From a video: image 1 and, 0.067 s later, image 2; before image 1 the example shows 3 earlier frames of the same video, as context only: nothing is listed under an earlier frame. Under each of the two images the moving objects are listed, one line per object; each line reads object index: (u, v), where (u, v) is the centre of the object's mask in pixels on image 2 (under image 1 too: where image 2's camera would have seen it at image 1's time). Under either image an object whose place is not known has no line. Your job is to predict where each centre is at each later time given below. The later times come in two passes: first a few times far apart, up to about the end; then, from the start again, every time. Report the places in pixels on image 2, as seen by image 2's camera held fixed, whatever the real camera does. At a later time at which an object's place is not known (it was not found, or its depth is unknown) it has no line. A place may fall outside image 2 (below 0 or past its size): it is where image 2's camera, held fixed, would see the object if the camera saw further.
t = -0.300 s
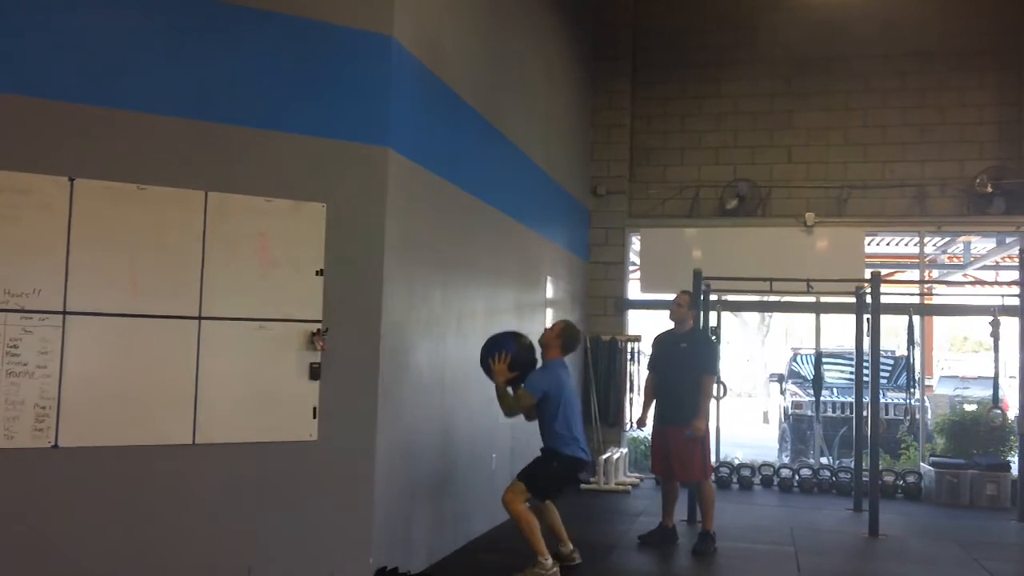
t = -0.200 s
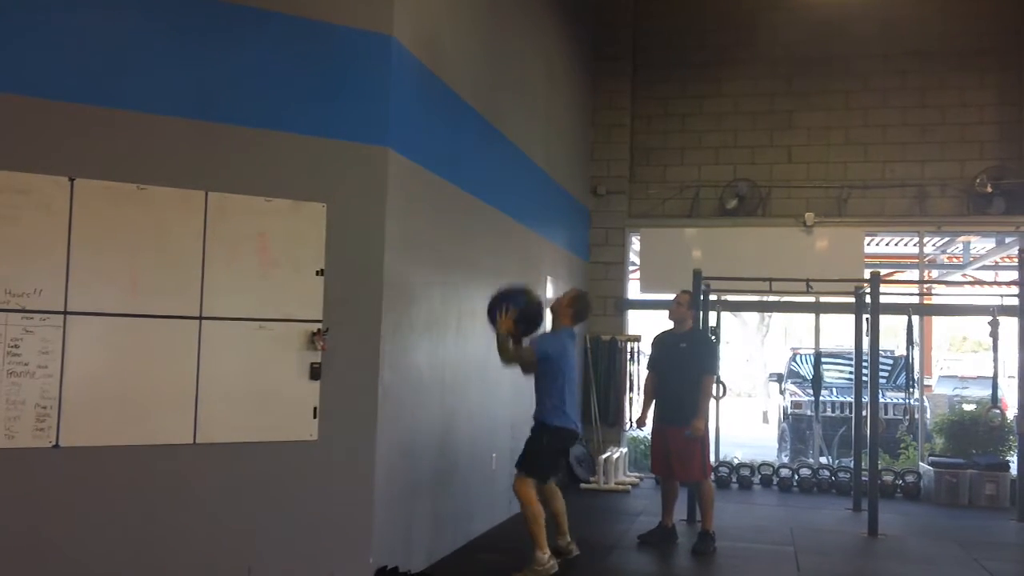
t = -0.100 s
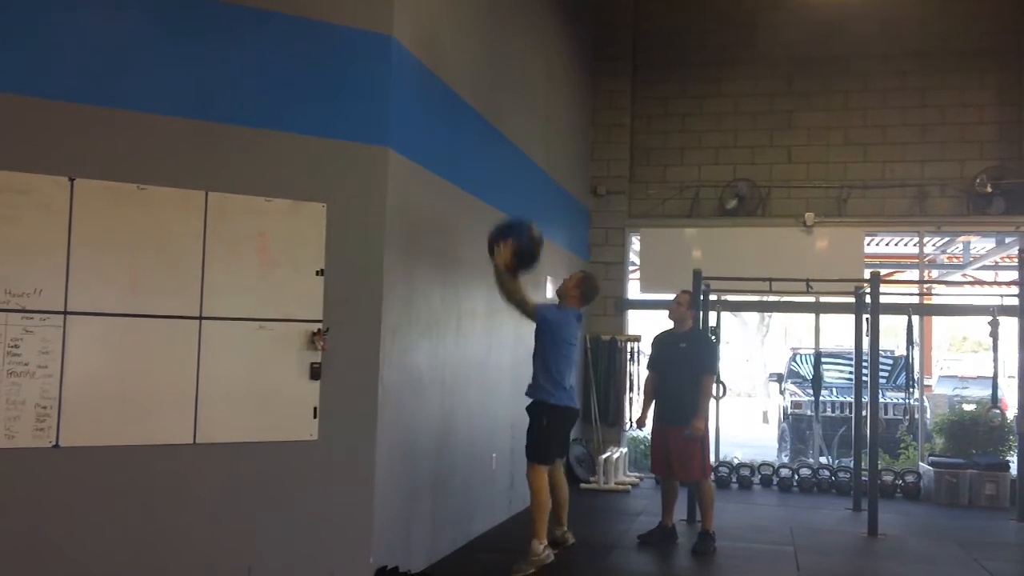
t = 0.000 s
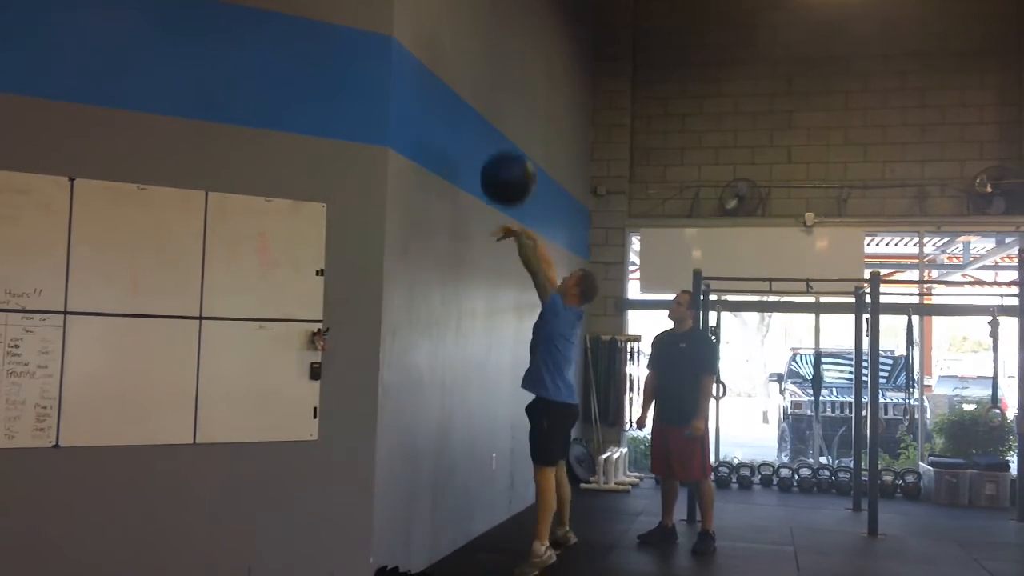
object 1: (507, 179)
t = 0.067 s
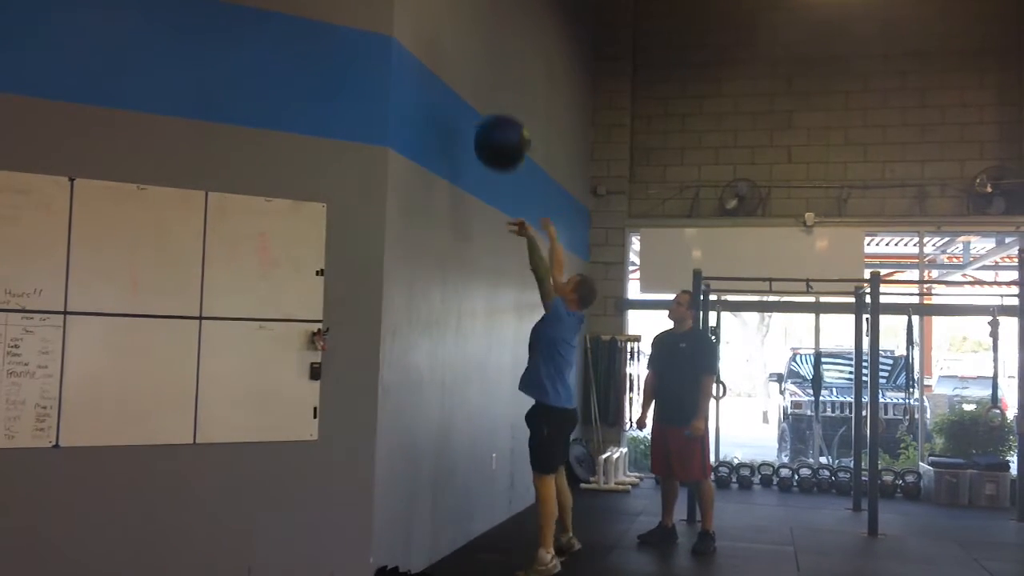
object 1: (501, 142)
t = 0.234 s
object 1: (486, 81)
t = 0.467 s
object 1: (476, 65)
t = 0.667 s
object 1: (488, 118)
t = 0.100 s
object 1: (498, 127)
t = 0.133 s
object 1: (496, 113)
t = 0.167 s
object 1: (493, 101)
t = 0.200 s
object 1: (489, 90)
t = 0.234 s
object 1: (486, 81)
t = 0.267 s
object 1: (483, 73)
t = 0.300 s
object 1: (479, 68)
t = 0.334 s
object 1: (475, 64)
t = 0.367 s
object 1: (473, 61)
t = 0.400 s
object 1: (473, 61)
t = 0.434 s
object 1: (474, 62)
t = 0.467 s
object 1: (476, 65)
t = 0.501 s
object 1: (478, 69)
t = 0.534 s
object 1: (481, 76)
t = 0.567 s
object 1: (483, 84)
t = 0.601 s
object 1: (484, 93)
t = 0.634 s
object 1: (486, 105)
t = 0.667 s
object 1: (488, 118)
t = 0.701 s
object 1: (489, 133)
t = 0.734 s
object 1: (491, 149)
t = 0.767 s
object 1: (492, 168)
